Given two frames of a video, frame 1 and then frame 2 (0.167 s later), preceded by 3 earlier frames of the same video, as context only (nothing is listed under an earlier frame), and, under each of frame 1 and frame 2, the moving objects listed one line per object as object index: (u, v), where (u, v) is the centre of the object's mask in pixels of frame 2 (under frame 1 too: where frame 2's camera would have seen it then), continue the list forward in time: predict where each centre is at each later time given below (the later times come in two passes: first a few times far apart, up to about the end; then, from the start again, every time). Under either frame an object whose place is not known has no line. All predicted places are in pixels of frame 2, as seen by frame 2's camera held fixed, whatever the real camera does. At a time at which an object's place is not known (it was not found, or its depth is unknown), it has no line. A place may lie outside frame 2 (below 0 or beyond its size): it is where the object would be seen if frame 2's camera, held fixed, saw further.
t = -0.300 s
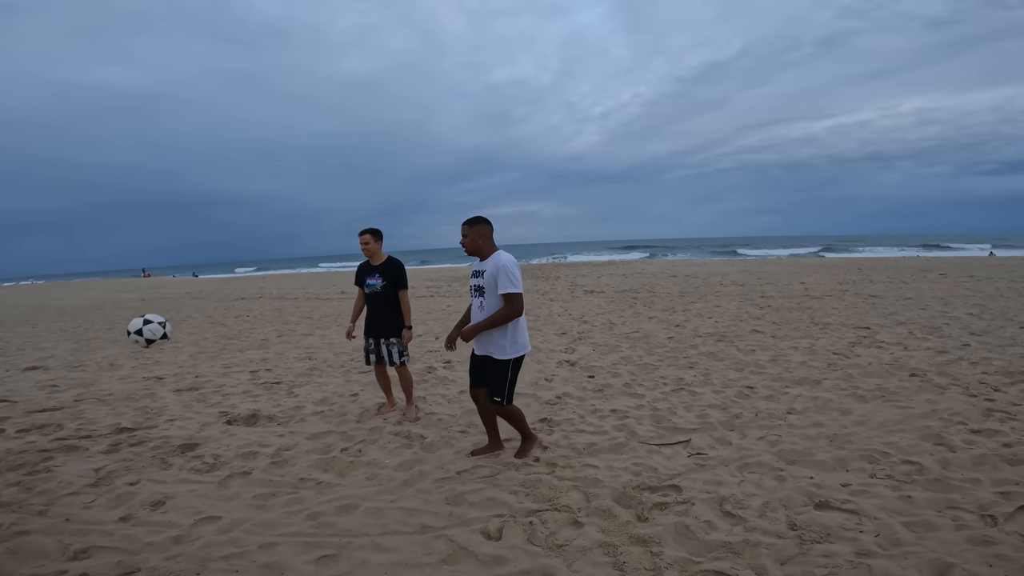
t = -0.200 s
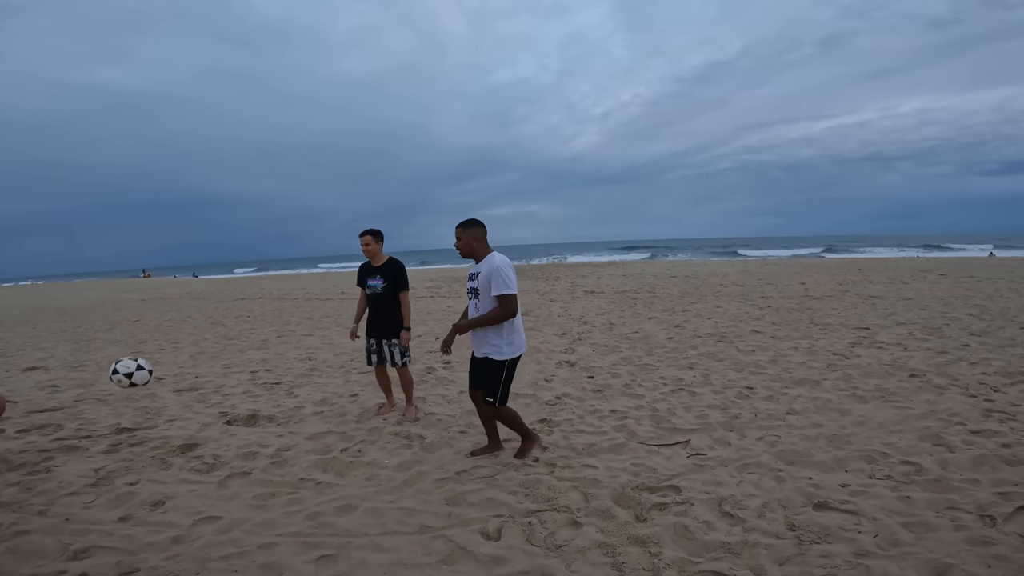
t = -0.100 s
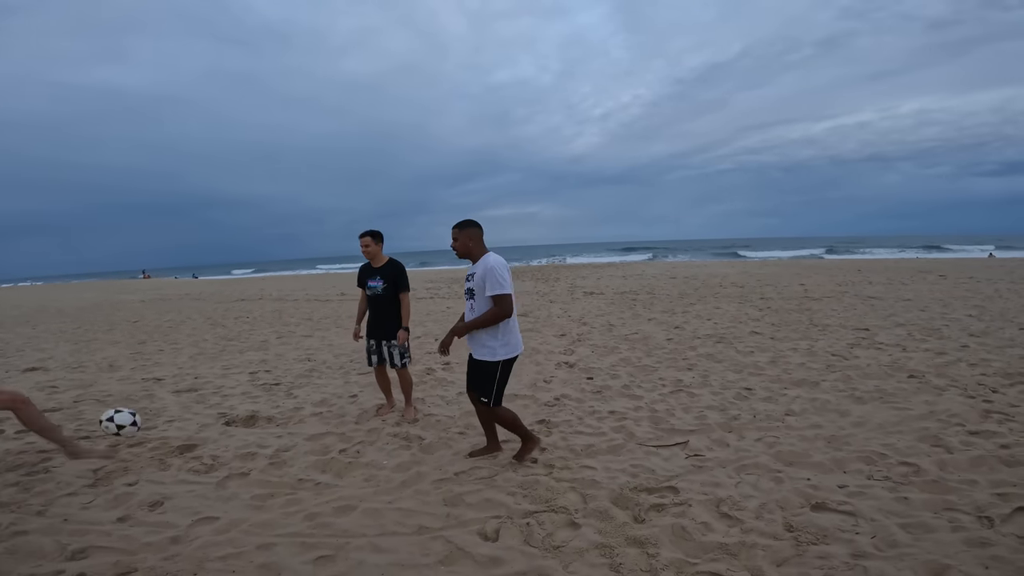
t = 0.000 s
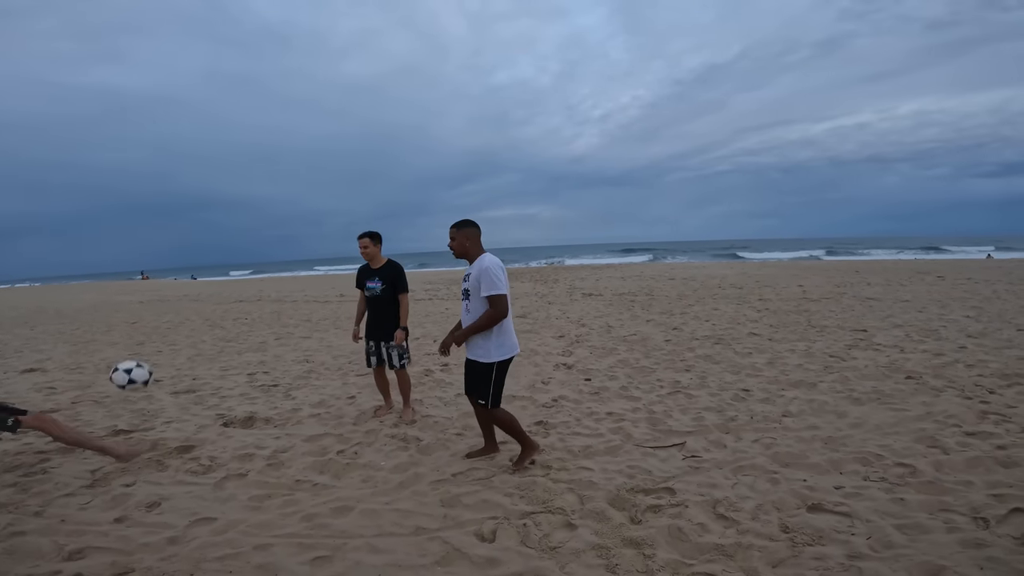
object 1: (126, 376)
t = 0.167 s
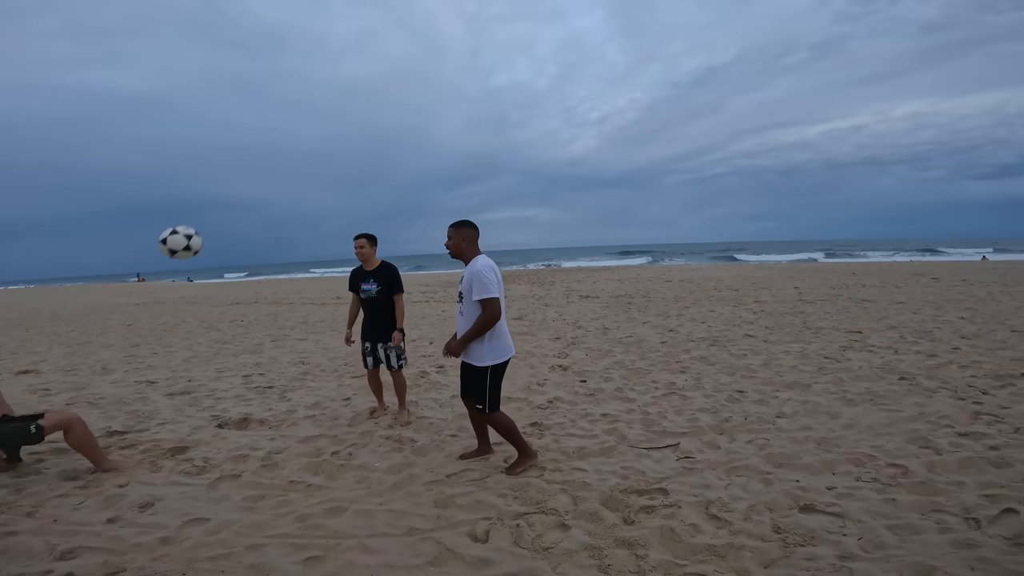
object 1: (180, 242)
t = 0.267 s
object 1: (224, 179)
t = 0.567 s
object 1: (361, 92)
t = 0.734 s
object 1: (431, 96)
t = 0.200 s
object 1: (195, 219)
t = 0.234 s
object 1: (209, 199)
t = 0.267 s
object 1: (224, 179)
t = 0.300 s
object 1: (240, 163)
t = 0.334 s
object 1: (255, 148)
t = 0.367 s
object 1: (271, 135)
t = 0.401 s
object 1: (286, 124)
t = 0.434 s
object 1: (302, 114)
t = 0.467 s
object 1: (317, 106)
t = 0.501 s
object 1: (332, 100)
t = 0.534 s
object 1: (346, 95)
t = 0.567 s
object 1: (361, 92)
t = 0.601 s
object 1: (375, 90)
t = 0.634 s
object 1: (390, 90)
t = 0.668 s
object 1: (403, 90)
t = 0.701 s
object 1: (417, 93)
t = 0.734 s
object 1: (431, 96)
